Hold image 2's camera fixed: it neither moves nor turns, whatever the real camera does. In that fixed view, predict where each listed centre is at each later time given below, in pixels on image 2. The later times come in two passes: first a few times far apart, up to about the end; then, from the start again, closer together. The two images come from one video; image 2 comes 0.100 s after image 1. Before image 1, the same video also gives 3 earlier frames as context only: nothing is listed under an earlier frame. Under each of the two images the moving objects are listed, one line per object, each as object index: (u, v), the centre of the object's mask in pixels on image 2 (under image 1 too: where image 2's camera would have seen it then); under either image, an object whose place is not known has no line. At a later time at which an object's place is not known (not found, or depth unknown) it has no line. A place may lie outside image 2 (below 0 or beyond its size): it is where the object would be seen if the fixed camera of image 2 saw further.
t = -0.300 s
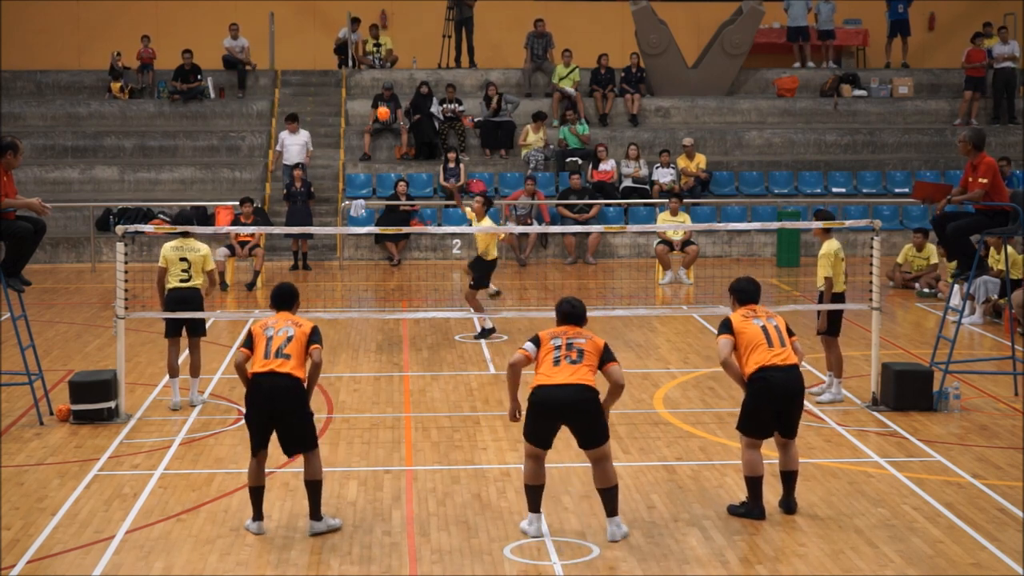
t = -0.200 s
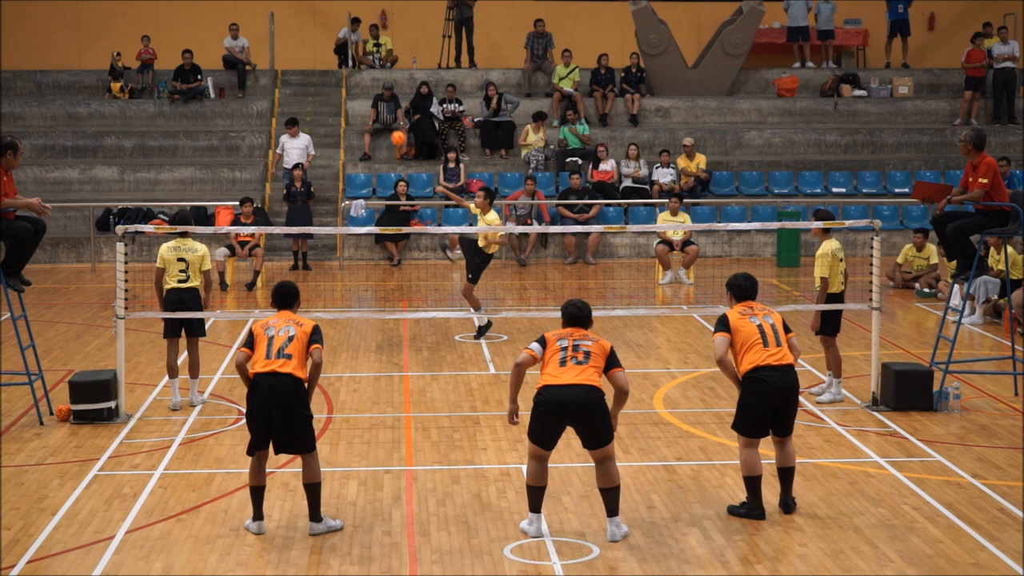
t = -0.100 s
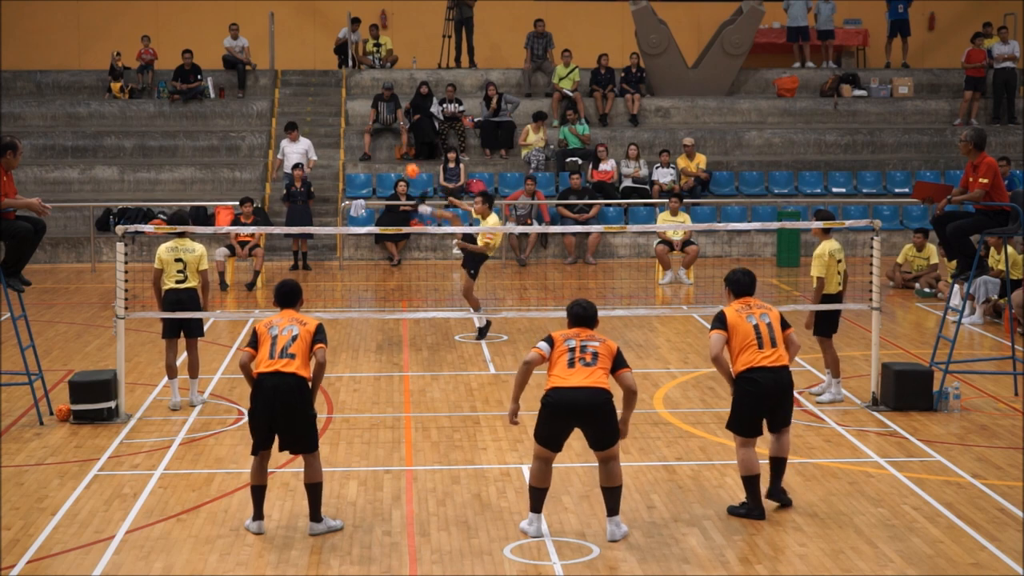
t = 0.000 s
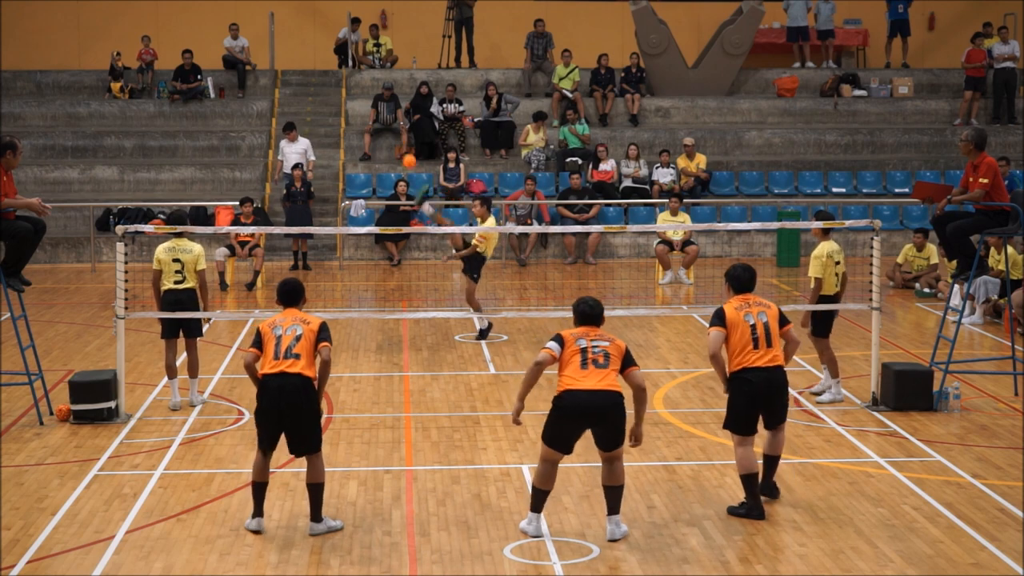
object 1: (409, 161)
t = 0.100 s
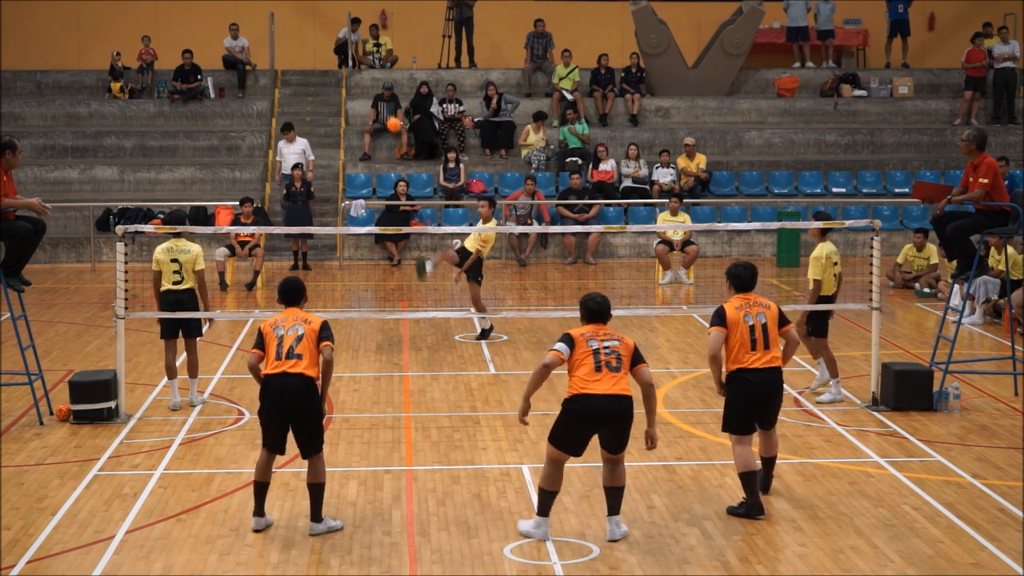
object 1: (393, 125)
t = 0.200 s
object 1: (376, 94)
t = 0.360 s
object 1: (345, 64)
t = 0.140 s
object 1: (387, 111)
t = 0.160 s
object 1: (384, 106)
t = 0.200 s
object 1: (376, 94)
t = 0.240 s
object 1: (369, 85)
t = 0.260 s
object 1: (365, 80)
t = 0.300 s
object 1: (358, 72)
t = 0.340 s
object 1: (349, 67)
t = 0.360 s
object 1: (345, 64)
